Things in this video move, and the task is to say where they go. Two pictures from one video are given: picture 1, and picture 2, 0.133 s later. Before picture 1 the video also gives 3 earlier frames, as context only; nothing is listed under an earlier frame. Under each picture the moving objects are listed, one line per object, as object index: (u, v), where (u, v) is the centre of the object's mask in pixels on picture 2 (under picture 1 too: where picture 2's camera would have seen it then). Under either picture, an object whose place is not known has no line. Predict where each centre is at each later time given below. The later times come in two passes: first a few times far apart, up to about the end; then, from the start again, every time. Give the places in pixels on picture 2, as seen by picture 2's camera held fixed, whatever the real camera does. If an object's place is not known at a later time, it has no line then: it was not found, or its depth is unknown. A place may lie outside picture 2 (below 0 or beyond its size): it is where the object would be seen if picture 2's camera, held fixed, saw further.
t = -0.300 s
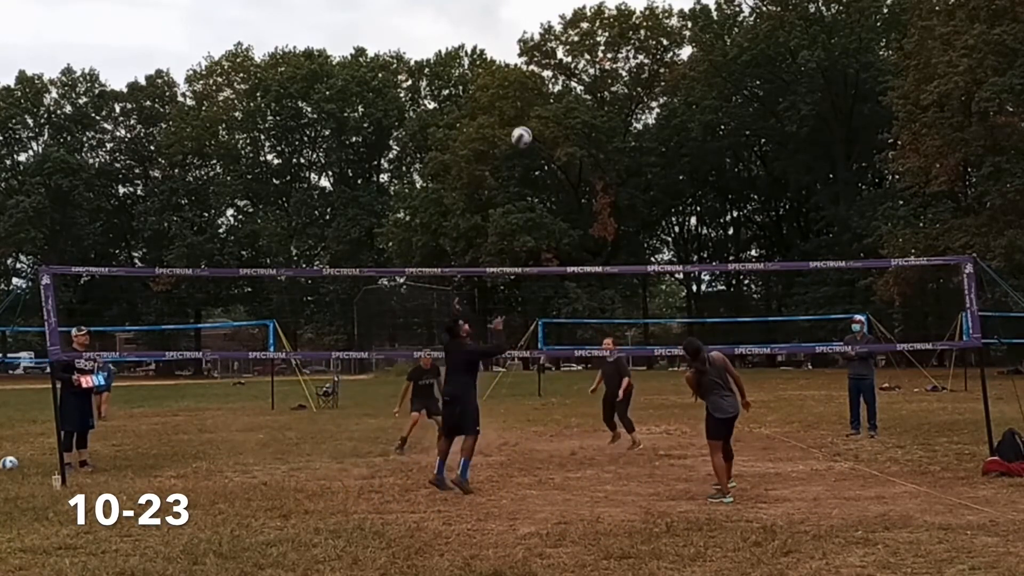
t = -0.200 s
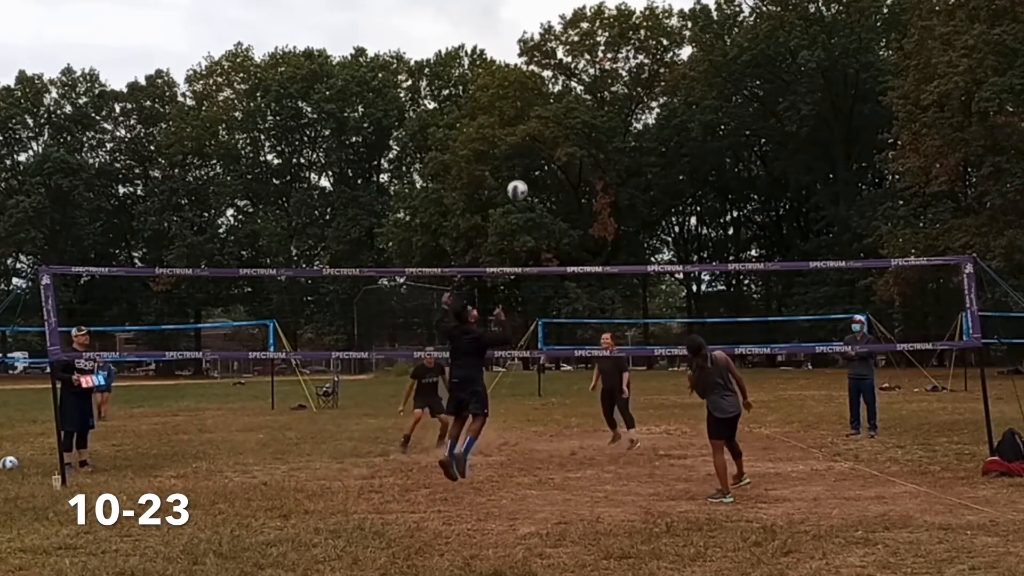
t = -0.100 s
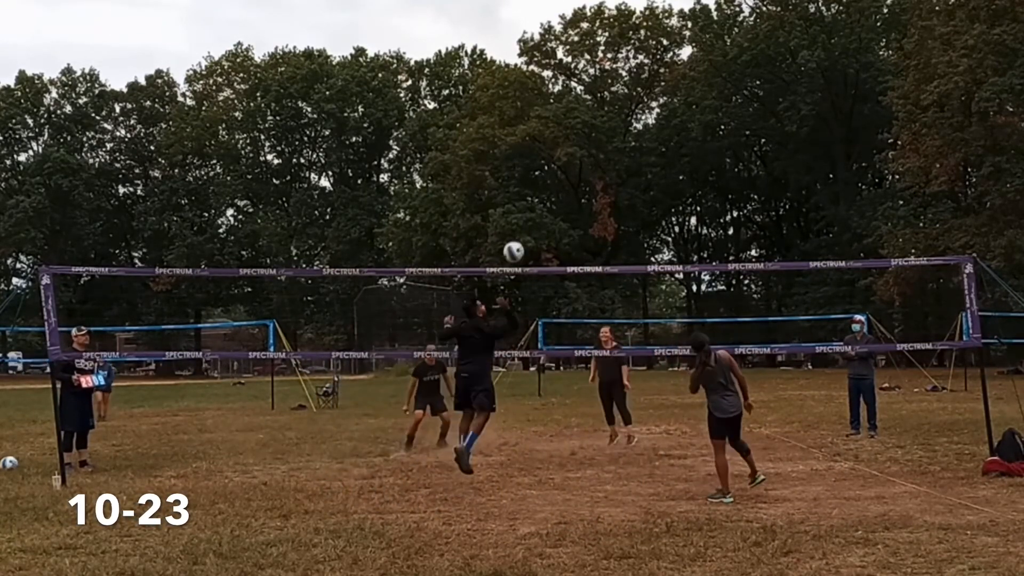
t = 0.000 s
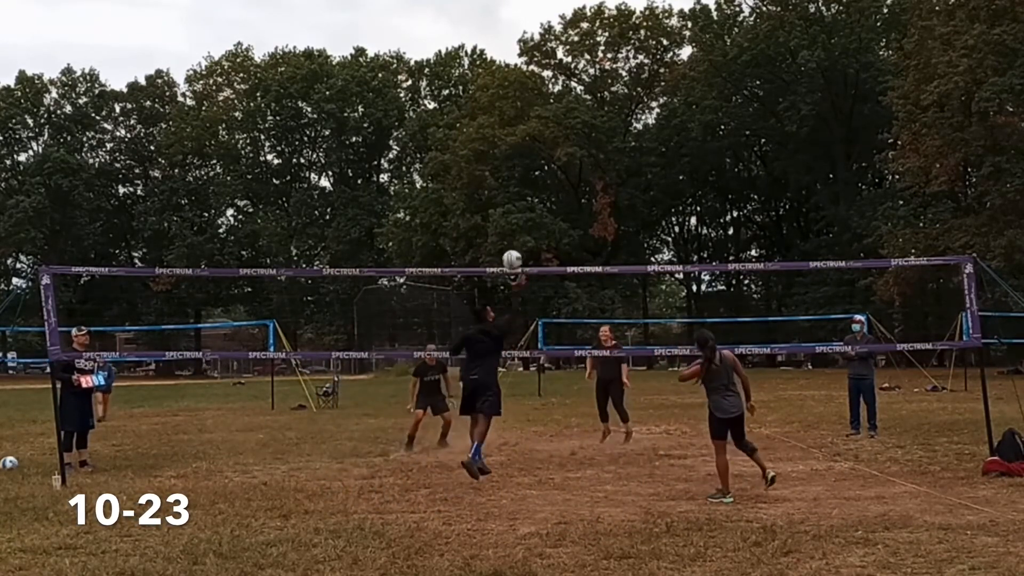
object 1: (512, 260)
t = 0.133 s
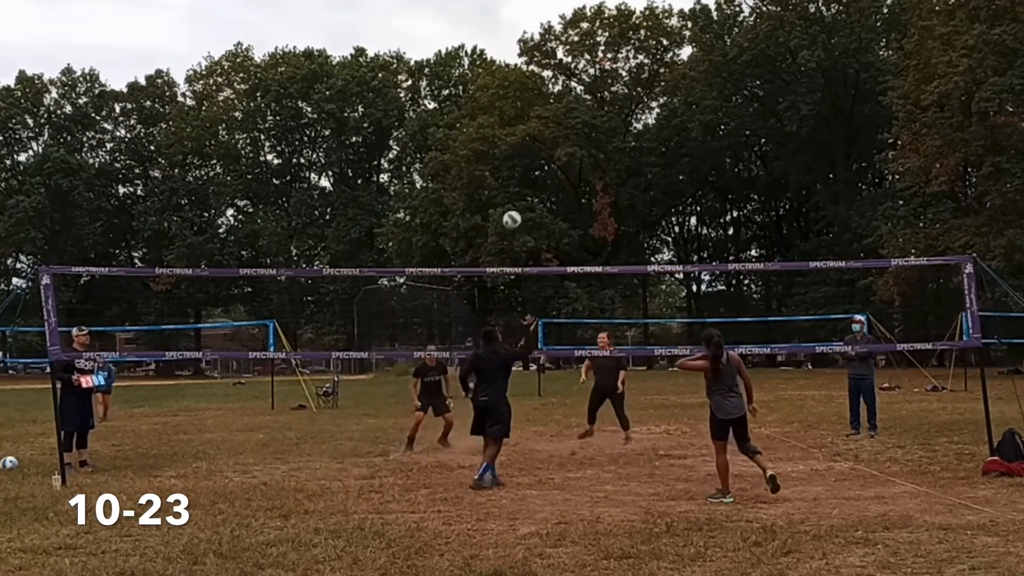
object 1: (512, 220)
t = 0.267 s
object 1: (512, 201)
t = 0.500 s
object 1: (512, 207)
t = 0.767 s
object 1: (512, 259)
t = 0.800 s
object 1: (512, 265)
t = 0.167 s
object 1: (512, 214)
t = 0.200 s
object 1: (512, 208)
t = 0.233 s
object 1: (512, 205)
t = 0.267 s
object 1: (512, 201)
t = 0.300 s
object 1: (512, 199)
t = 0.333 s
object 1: (512, 199)
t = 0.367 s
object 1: (512, 198)
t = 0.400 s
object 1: (512, 199)
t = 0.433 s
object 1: (511, 201)
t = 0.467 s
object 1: (512, 204)
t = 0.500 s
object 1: (512, 207)
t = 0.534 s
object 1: (511, 211)
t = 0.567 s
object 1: (512, 216)
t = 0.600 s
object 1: (512, 222)
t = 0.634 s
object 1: (512, 228)
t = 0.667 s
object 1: (512, 235)
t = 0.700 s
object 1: (512, 242)
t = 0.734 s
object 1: (512, 251)
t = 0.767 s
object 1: (512, 259)
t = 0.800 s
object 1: (512, 265)
